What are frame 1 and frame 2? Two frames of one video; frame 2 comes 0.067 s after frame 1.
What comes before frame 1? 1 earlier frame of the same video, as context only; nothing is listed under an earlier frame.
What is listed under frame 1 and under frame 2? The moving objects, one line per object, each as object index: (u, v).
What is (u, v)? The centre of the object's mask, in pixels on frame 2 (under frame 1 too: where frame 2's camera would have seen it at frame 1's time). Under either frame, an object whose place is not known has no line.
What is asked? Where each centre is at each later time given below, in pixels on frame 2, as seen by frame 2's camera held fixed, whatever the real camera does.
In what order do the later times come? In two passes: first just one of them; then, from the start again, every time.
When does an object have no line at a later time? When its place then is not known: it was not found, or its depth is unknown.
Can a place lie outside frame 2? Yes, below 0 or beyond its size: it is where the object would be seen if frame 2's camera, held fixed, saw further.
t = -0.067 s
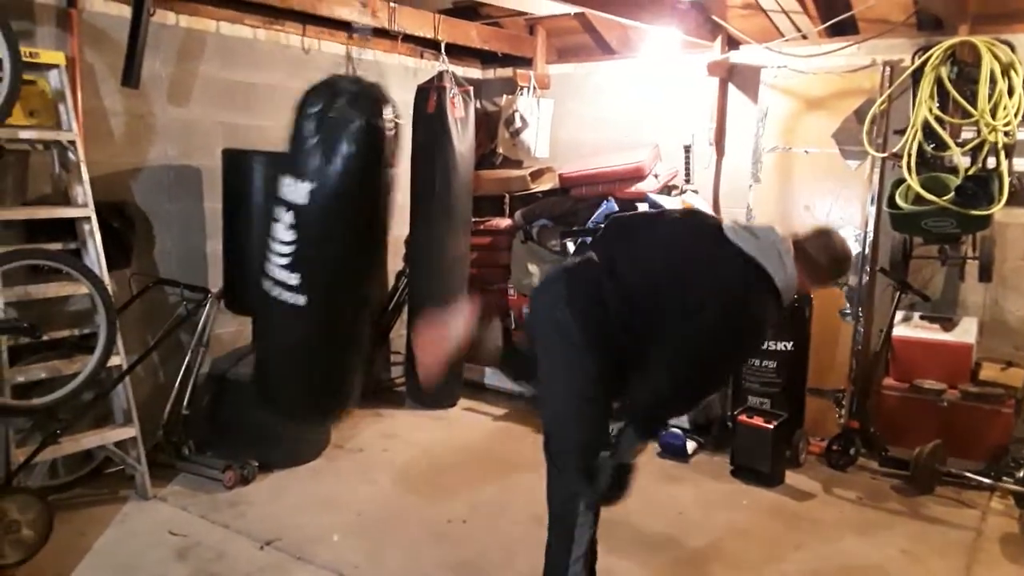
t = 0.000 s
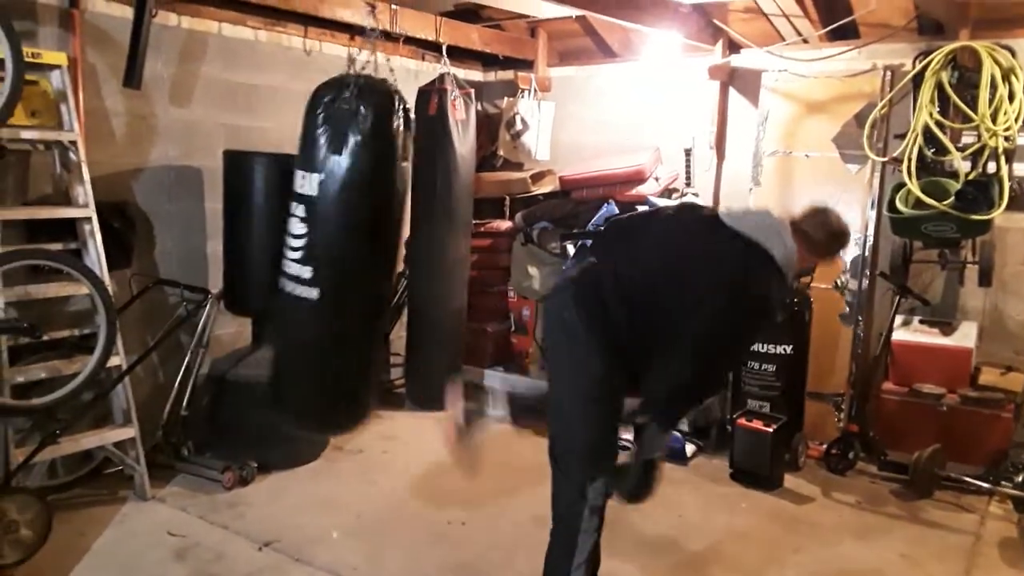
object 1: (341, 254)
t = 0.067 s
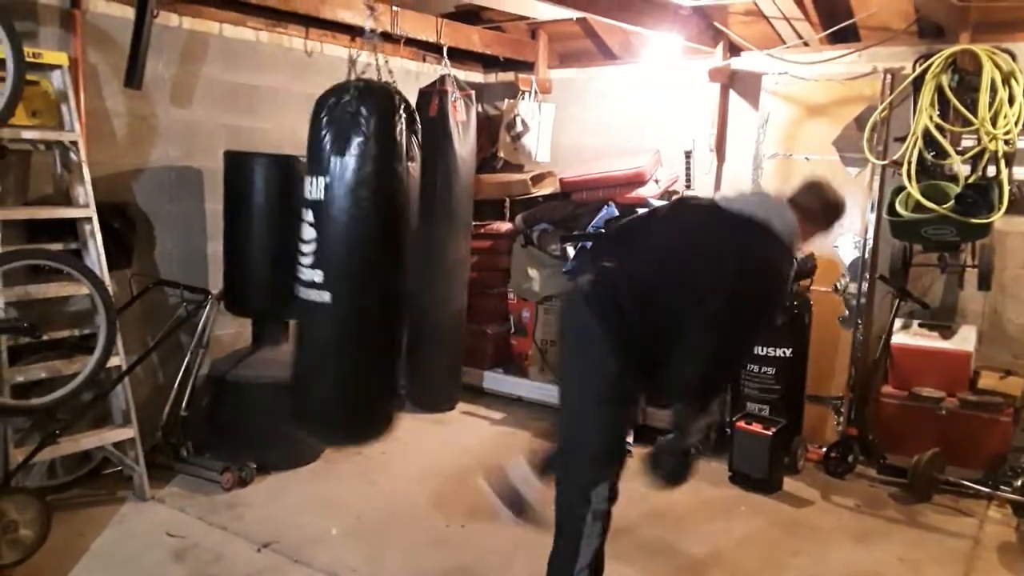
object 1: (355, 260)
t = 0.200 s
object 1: (384, 268)
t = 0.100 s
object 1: (361, 263)
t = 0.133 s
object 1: (367, 267)
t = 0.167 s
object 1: (376, 267)
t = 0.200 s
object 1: (384, 268)
